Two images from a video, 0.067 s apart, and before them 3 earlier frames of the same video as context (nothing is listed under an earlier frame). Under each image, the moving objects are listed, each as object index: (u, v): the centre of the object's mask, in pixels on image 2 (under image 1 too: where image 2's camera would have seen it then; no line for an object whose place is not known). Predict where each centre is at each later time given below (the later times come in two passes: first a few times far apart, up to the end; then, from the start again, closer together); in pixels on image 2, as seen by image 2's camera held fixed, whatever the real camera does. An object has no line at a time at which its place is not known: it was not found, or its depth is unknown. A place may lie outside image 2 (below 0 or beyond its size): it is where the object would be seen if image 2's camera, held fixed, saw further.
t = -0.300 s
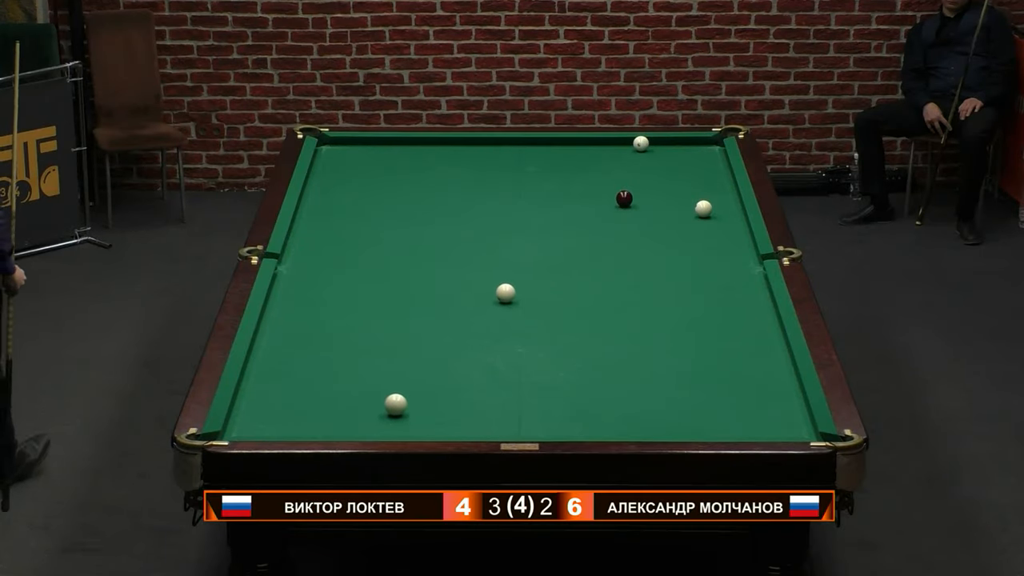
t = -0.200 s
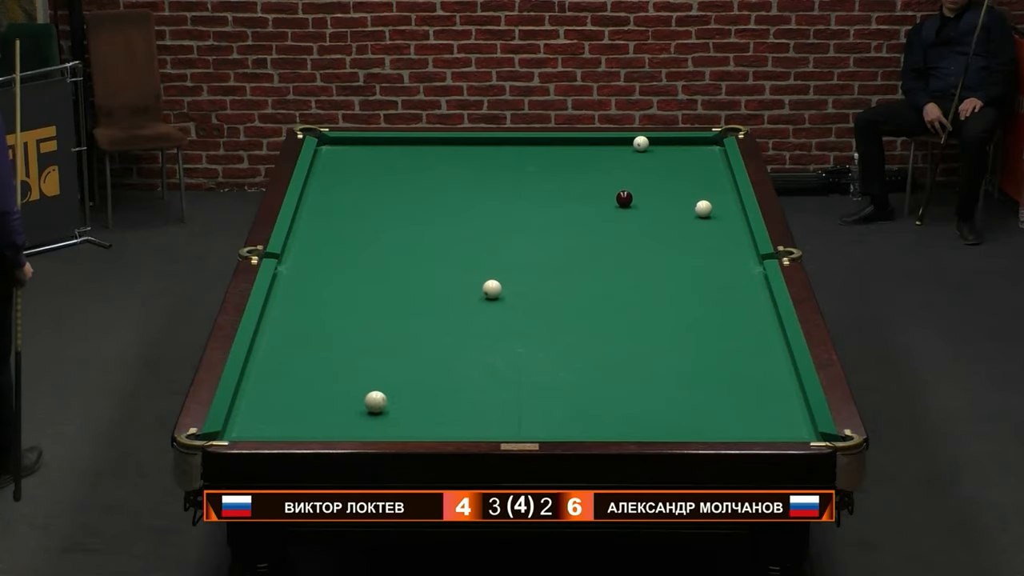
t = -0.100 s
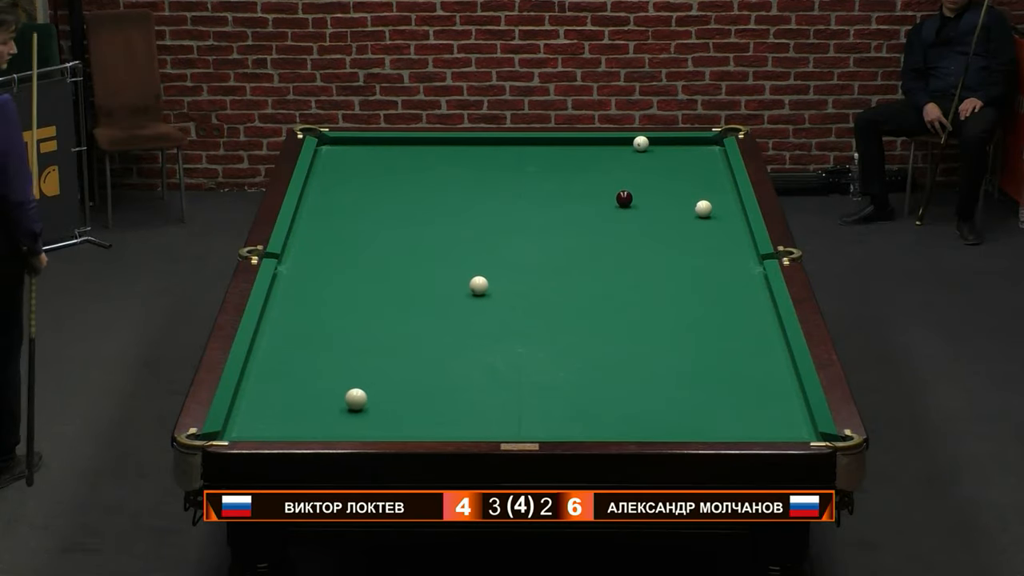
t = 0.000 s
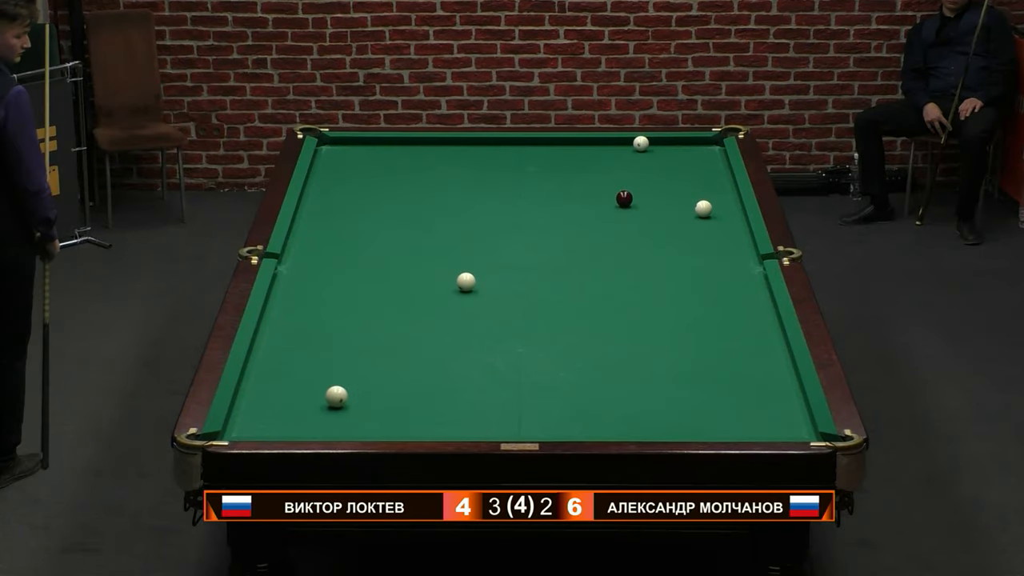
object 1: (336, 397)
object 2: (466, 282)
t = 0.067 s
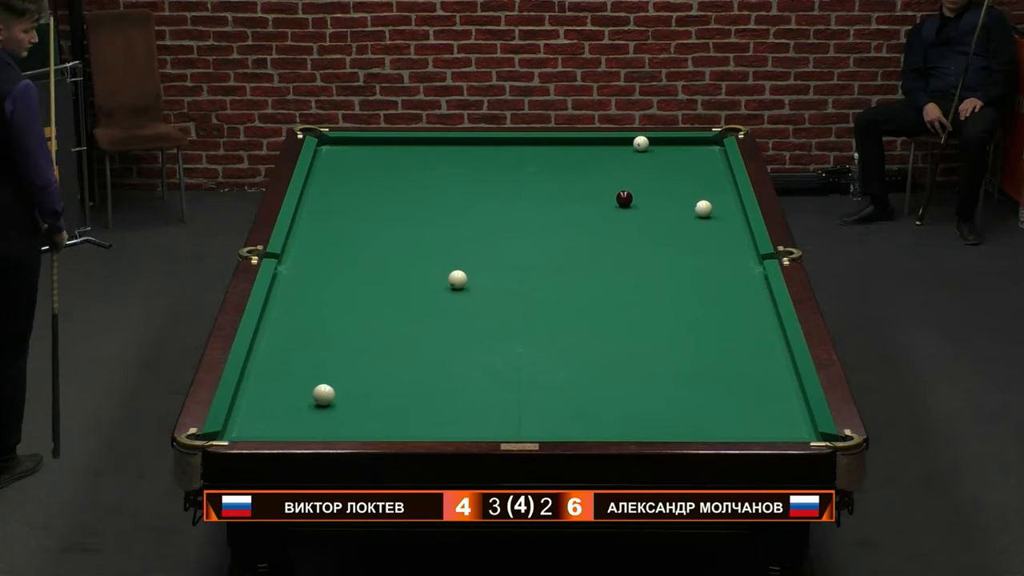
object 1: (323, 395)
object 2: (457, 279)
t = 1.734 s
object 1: (370, 351)
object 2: (304, 231)
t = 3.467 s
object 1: (480, 320)
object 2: (374, 211)
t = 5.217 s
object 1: (537, 305)
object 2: (404, 203)
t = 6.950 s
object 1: (546, 303)
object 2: (405, 203)
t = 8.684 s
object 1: (546, 303)
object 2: (405, 203)
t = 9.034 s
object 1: (546, 303)
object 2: (405, 203)
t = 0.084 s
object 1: (320, 394)
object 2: (455, 279)
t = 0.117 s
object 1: (314, 394)
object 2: (451, 278)
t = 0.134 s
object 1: (311, 393)
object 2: (449, 277)
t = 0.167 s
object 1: (305, 392)
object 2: (445, 276)
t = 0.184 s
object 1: (301, 392)
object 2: (443, 275)
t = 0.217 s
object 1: (295, 391)
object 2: (439, 274)
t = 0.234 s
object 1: (292, 391)
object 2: (437, 274)
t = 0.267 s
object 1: (286, 390)
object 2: (433, 272)
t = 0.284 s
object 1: (283, 389)
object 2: (431, 272)
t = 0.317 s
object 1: (277, 389)
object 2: (427, 271)
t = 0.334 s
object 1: (274, 388)
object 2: (425, 270)
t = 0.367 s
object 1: (268, 387)
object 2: (421, 269)
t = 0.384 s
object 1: (265, 387)
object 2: (419, 269)
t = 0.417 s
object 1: (259, 386)
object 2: (415, 267)
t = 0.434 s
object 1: (256, 386)
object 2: (413, 267)
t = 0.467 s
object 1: (250, 385)
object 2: (409, 266)
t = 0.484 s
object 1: (247, 384)
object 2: (407, 265)
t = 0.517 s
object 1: (250, 383)
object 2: (404, 264)
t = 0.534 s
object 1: (253, 383)
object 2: (402, 264)
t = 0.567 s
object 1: (257, 382)
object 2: (398, 263)
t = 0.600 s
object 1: (261, 381)
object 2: (394, 262)
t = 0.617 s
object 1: (263, 380)
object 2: (392, 261)
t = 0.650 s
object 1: (267, 379)
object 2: (389, 260)
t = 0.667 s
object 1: (268, 379)
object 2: (387, 260)
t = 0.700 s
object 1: (272, 378)
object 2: (383, 258)
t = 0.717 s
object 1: (274, 377)
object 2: (381, 258)
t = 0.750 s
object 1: (277, 376)
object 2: (378, 257)
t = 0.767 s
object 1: (279, 376)
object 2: (376, 257)
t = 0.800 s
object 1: (283, 375)
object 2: (372, 255)
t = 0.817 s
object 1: (285, 374)
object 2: (370, 255)
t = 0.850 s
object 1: (288, 373)
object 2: (367, 254)
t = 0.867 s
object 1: (290, 373)
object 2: (365, 253)
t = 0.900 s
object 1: (293, 372)
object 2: (362, 252)
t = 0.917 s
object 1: (295, 372)
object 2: (360, 252)
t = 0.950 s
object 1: (298, 371)
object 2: (356, 251)
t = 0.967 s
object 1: (300, 370)
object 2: (355, 251)
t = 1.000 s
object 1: (303, 369)
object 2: (351, 249)
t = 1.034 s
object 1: (307, 368)
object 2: (348, 249)
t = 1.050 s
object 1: (308, 368)
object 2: (346, 248)
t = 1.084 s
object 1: (311, 367)
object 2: (343, 247)
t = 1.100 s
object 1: (313, 367)
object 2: (341, 247)
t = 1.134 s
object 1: (316, 366)
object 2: (338, 246)
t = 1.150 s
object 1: (318, 365)
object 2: (336, 245)
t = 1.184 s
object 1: (321, 364)
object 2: (333, 244)
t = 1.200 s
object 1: (323, 364)
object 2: (331, 244)
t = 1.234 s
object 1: (326, 363)
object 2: (328, 243)
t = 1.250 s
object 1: (327, 363)
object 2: (327, 243)
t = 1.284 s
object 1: (331, 362)
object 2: (323, 242)
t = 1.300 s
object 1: (332, 361)
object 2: (322, 241)
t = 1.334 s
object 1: (335, 361)
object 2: (318, 240)
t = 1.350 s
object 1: (337, 360)
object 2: (317, 240)
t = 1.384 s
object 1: (340, 359)
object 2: (314, 239)
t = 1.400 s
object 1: (341, 359)
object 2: (312, 239)
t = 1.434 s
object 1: (344, 358)
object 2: (309, 238)
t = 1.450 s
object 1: (346, 358)
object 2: (308, 237)
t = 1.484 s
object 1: (348, 357)
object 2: (305, 236)
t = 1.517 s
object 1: (351, 356)
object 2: (302, 236)
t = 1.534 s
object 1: (353, 356)
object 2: (300, 235)
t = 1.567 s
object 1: (356, 355)
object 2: (297, 234)
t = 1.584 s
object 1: (357, 354)
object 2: (296, 234)
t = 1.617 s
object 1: (360, 354)
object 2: (297, 233)
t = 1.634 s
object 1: (361, 353)
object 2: (298, 233)
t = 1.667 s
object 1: (364, 353)
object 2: (300, 232)
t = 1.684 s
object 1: (366, 352)
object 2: (301, 232)
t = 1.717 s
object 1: (368, 351)
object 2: (303, 232)
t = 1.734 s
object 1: (370, 351)
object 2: (304, 231)
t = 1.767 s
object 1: (372, 350)
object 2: (306, 231)
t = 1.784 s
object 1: (374, 350)
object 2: (306, 231)
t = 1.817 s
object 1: (377, 349)
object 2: (308, 230)
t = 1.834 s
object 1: (378, 348)
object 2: (309, 230)
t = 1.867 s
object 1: (381, 348)
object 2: (311, 229)
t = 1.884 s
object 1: (382, 348)
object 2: (312, 229)
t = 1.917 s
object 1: (384, 347)
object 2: (313, 228)
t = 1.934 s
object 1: (386, 346)
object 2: (315, 228)
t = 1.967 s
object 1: (388, 346)
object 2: (316, 228)
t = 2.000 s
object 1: (391, 345)
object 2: (318, 227)
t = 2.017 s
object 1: (392, 345)
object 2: (319, 227)
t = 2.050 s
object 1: (395, 344)
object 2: (320, 227)
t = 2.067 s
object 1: (396, 344)
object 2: (321, 226)
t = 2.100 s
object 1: (398, 343)
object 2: (323, 226)
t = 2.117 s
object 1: (400, 343)
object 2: (323, 226)
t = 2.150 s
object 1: (402, 342)
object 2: (325, 225)
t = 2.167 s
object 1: (403, 342)
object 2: (326, 225)
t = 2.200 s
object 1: (406, 341)
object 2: (328, 224)
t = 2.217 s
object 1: (407, 341)
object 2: (328, 224)
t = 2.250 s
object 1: (409, 340)
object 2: (330, 224)
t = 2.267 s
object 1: (410, 340)
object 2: (331, 224)
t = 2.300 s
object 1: (413, 339)
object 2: (332, 223)
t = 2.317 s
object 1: (414, 339)
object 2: (333, 223)
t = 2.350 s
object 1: (416, 338)
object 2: (334, 222)
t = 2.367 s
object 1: (417, 338)
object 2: (335, 222)
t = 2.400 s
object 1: (419, 337)
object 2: (337, 222)
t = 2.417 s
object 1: (421, 337)
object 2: (337, 222)
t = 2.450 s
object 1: (423, 336)
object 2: (339, 221)
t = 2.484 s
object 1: (425, 336)
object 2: (340, 221)
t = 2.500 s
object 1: (426, 335)
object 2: (341, 221)
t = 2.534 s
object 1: (428, 335)
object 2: (342, 220)
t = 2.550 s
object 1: (429, 334)
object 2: (343, 220)
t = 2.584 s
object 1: (431, 334)
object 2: (344, 220)
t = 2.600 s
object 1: (432, 334)
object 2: (345, 219)
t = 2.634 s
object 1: (435, 333)
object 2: (346, 219)
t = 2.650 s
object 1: (436, 333)
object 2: (347, 219)
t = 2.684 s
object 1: (438, 332)
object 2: (349, 219)
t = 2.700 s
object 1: (439, 332)
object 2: (349, 218)
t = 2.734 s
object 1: (441, 331)
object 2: (350, 218)
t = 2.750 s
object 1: (442, 331)
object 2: (351, 218)
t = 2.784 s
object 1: (444, 330)
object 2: (352, 217)
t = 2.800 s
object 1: (445, 330)
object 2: (353, 217)
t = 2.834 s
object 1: (446, 329)
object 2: (354, 217)
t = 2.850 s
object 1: (447, 329)
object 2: (355, 217)
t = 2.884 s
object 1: (449, 329)
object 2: (356, 216)
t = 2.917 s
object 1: (451, 328)
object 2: (357, 216)
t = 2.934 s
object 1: (452, 328)
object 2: (358, 216)
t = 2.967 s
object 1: (454, 327)
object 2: (359, 216)
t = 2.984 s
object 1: (455, 327)
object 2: (360, 216)
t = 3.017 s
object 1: (457, 327)
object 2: (361, 215)
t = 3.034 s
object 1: (458, 326)
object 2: (361, 215)
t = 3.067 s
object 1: (460, 326)
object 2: (363, 215)
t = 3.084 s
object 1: (461, 325)
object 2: (363, 214)
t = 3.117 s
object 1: (462, 325)
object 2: (364, 214)
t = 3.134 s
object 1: (463, 325)
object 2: (365, 214)
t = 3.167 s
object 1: (465, 324)
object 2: (366, 214)
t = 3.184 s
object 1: (466, 324)
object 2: (366, 214)
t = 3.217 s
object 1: (467, 324)
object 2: (367, 213)
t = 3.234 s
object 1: (468, 323)
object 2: (368, 213)
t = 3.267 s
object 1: (470, 323)
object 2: (369, 213)
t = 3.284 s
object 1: (471, 323)
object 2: (369, 213)
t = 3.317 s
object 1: (473, 322)
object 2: (370, 212)
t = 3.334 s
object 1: (474, 322)
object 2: (371, 212)
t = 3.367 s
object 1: (475, 322)
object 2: (372, 212)
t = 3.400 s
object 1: (477, 321)
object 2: (373, 211)
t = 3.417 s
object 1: (478, 321)
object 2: (373, 211)
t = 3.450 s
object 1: (479, 320)
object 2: (374, 211)
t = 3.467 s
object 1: (480, 320)
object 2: (374, 211)
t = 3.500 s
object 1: (482, 320)
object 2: (375, 211)
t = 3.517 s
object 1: (482, 320)
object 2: (376, 211)
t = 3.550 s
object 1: (484, 319)
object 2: (377, 210)
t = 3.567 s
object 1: (485, 319)
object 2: (377, 210)
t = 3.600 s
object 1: (486, 319)
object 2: (378, 210)
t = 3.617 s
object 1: (487, 319)
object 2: (379, 210)
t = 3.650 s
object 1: (488, 318)
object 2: (379, 210)
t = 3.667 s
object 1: (489, 318)
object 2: (380, 209)
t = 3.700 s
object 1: (490, 318)
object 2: (381, 209)
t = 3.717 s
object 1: (491, 317)
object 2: (381, 209)
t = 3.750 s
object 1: (493, 317)
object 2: (382, 209)
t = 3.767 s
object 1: (493, 317)
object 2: (383, 209)
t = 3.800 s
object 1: (495, 316)
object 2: (384, 209)
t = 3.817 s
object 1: (495, 316)
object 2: (384, 209)
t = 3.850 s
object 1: (497, 316)
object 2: (385, 208)
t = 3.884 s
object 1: (498, 315)
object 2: (386, 208)
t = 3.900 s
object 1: (499, 315)
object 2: (386, 208)
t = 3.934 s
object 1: (500, 315)
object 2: (387, 208)
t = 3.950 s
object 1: (501, 315)
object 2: (387, 208)
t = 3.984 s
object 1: (502, 314)
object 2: (388, 208)
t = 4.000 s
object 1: (503, 314)
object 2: (388, 208)
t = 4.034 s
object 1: (504, 314)
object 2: (389, 207)
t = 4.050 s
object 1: (505, 314)
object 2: (389, 207)
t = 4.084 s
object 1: (506, 313)
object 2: (390, 207)
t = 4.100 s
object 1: (507, 313)
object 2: (391, 207)
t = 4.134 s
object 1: (508, 313)
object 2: (391, 207)
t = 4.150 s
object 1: (508, 313)
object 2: (392, 207)
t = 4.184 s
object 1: (509, 313)
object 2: (392, 207)
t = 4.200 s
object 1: (510, 312)
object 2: (393, 207)
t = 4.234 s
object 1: (511, 312)
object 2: (393, 206)
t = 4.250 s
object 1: (512, 312)
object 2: (394, 206)
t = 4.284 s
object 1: (513, 312)
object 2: (394, 206)
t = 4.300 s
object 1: (514, 311)
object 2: (394, 206)
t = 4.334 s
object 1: (515, 311)
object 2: (395, 206)
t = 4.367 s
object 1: (516, 311)
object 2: (395, 206)
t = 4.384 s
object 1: (516, 311)
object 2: (396, 206)
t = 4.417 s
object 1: (517, 310)
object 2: (396, 206)
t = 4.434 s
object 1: (518, 310)
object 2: (396, 205)
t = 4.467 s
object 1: (519, 310)
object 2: (397, 205)
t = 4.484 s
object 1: (519, 310)
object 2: (397, 205)
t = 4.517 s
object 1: (520, 310)
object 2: (398, 205)
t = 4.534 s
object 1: (521, 310)
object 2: (398, 205)
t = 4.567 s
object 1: (522, 309)
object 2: (398, 205)
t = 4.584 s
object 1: (522, 309)
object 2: (399, 205)
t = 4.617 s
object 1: (523, 309)
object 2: (399, 205)
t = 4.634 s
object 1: (524, 309)
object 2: (399, 205)
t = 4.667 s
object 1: (525, 308)
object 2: (400, 205)
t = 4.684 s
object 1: (525, 308)
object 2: (400, 205)
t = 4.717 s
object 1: (526, 308)
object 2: (400, 204)
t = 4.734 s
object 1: (526, 308)
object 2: (400, 204)
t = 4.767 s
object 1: (527, 308)
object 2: (401, 204)
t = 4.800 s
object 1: (528, 308)
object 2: (401, 204)
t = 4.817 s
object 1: (528, 308)
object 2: (401, 204)
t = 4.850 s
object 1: (529, 307)
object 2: (402, 204)
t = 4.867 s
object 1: (530, 307)
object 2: (402, 204)
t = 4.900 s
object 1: (530, 307)
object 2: (402, 204)
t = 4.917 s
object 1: (531, 307)
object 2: (402, 204)
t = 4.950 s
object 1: (531, 307)
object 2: (403, 204)
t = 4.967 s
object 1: (532, 307)
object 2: (403, 204)
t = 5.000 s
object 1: (532, 306)
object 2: (403, 203)
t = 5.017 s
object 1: (533, 306)
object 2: (403, 203)
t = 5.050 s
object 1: (534, 306)
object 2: (403, 204)
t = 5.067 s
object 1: (534, 306)
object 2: (404, 203)
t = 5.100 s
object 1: (535, 306)
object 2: (404, 203)
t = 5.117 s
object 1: (535, 306)
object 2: (404, 203)
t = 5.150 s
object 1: (536, 306)
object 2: (404, 203)
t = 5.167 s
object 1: (536, 306)
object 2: (404, 203)
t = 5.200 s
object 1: (536, 305)
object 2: (404, 203)
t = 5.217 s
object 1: (537, 305)
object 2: (404, 203)
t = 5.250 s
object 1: (537, 305)
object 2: (405, 203)
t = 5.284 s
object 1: (538, 305)
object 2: (405, 203)
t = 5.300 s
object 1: (538, 305)
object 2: (405, 203)
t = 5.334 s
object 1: (539, 305)
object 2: (405, 203)
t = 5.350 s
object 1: (539, 305)
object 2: (405, 203)
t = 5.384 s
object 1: (539, 304)
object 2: (405, 203)
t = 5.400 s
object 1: (540, 304)
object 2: (405, 203)
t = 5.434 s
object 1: (540, 304)
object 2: (405, 203)
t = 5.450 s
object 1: (540, 304)
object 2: (405, 203)
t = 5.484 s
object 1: (541, 304)
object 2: (405, 203)
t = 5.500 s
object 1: (541, 304)
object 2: (405, 203)
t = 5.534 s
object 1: (541, 304)
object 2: (405, 203)
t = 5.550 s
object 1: (541, 304)
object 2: (405, 203)
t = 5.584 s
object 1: (542, 304)
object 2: (405, 203)
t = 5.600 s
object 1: (542, 304)
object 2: (405, 203)
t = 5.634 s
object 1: (543, 304)
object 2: (405, 203)
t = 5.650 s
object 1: (543, 304)
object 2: (405, 203)
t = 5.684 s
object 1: (543, 303)
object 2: (405, 203)
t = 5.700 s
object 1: (543, 303)
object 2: (405, 203)
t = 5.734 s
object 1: (544, 303)
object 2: (405, 203)
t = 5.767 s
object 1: (544, 303)
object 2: (405, 203)
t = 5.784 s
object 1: (544, 303)
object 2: (405, 203)
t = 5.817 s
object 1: (544, 303)
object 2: (405, 203)
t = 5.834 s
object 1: (544, 303)
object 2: (405, 203)
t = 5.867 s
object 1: (545, 303)
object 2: (405, 203)
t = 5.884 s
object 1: (545, 303)
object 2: (405, 203)
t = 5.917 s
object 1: (545, 303)
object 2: (405, 203)
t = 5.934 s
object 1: (545, 303)
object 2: (405, 203)
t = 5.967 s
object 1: (546, 303)
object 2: (405, 203)
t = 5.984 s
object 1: (546, 303)
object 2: (405, 203)
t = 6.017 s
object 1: (546, 303)
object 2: (405, 203)
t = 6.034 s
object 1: (546, 303)
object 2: (405, 203)
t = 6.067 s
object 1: (546, 303)
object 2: (405, 203)
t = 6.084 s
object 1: (546, 303)
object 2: (405, 203)
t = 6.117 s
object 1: (546, 303)
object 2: (405, 203)
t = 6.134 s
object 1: (546, 303)
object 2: (405, 203)
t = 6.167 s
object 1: (546, 303)
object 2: (405, 203)
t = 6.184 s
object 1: (546, 303)
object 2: (405, 203)
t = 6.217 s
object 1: (546, 303)
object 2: (405, 203)
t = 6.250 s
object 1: (546, 303)
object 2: (405, 203)
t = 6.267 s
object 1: (546, 303)
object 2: (405, 203)
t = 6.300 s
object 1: (546, 303)
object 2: (405, 203)
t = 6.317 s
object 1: (546, 303)
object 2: (405, 203)
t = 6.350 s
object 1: (546, 303)
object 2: (405, 203)
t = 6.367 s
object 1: (546, 303)
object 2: (405, 203)
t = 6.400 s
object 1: (546, 303)
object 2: (405, 203)
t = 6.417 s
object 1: (546, 303)
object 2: (405, 203)
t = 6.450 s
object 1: (546, 303)
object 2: (405, 203)
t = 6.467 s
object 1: (546, 303)
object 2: (405, 203)
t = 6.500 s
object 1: (546, 303)
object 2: (405, 203)
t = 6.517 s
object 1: (546, 303)
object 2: (405, 203)
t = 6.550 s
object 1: (546, 303)
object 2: (405, 203)
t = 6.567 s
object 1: (546, 303)
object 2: (405, 203)
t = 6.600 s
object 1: (546, 303)
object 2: (405, 203)
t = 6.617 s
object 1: (546, 303)
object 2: (405, 203)
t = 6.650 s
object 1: (546, 303)
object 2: (405, 203)
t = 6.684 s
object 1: (546, 303)
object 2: (405, 203)
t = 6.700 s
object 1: (546, 303)
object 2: (405, 203)
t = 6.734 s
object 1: (546, 303)
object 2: (405, 203)
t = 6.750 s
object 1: (546, 303)
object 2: (405, 203)
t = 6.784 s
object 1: (546, 303)
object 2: (405, 203)
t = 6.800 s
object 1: (546, 303)
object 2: (405, 203)
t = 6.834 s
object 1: (546, 303)
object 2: (405, 203)
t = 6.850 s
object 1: (546, 303)
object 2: (405, 203)
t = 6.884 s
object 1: (546, 303)
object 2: (405, 203)
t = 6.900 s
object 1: (546, 303)
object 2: (405, 203)
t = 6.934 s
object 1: (546, 303)
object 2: (405, 203)
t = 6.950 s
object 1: (546, 303)
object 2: (405, 203)
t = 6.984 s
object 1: (546, 303)
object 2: (405, 203)
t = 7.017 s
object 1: (546, 303)
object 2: (405, 203)
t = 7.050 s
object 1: (546, 303)
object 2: (405, 203)
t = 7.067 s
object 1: (546, 303)
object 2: (405, 203)
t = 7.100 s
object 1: (546, 303)
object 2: (405, 203)
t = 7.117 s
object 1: (546, 303)
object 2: (405, 203)
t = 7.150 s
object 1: (546, 303)
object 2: (405, 203)
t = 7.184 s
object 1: (546, 303)
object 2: (405, 203)
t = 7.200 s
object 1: (546, 303)
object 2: (405, 203)
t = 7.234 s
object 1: (546, 303)
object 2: (405, 203)
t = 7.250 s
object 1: (546, 303)
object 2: (405, 203)
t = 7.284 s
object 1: (546, 303)
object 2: (405, 203)
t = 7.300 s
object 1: (546, 303)
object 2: (405, 203)
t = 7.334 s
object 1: (546, 303)
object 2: (405, 203)
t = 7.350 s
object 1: (546, 303)
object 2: (405, 203)
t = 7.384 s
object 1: (546, 303)
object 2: (405, 203)
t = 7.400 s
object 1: (546, 303)
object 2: (405, 203)
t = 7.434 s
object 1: (546, 303)
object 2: (405, 203)
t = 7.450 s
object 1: (546, 303)
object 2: (405, 203)
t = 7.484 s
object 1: (546, 303)
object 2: (405, 203)
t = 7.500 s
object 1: (546, 303)
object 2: (405, 203)
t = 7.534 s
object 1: (546, 303)
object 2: (405, 203)
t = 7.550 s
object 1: (546, 303)
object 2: (405, 203)
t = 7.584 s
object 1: (546, 303)
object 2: (405, 203)
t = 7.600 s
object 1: (546, 303)
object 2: (405, 203)
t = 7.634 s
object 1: (546, 303)
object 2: (405, 203)
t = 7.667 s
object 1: (546, 303)
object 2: (405, 203)
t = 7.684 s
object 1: (546, 303)
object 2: (405, 203)
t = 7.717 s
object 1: (546, 303)
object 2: (405, 203)
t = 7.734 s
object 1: (546, 303)
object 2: (405, 203)
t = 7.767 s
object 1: (546, 303)
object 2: (405, 203)
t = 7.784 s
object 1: (546, 303)
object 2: (405, 203)
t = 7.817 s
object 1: (546, 303)
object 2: (405, 203)
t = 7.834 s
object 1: (546, 303)
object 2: (405, 203)
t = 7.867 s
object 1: (546, 303)
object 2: (405, 203)
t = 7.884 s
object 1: (546, 303)
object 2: (405, 203)
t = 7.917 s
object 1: (546, 303)
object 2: (405, 203)
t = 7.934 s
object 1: (546, 303)
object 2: (405, 203)
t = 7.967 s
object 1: (546, 303)
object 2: (405, 203)
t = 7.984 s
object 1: (546, 303)
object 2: (405, 203)
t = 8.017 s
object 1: (546, 303)
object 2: (405, 203)
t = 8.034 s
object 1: (546, 303)
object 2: (405, 203)
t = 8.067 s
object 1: (546, 303)
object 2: (405, 203)
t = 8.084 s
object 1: (546, 303)
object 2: (405, 203)
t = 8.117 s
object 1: (546, 303)
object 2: (405, 203)
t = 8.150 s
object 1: (546, 303)
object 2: (405, 203)
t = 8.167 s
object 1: (546, 303)
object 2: (405, 203)
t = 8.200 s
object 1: (546, 303)
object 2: (405, 203)
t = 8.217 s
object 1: (546, 303)
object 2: (405, 203)
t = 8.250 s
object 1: (546, 303)
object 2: (405, 203)
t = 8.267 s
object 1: (546, 303)
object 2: (405, 203)
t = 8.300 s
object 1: (546, 303)
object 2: (405, 203)
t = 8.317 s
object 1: (546, 303)
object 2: (405, 203)
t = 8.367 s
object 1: (546, 303)
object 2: (405, 203)
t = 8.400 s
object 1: (546, 303)
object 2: (405, 203)
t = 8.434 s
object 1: (546, 303)
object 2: (405, 203)
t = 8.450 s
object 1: (546, 303)
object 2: (405, 203)
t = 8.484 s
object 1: (546, 303)
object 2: (405, 203)
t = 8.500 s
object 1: (546, 303)
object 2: (405, 203)
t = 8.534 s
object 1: (546, 303)
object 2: (405, 203)
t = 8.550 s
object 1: (546, 303)
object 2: (405, 203)
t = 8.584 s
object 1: (546, 303)
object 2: (405, 203)
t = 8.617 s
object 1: (546, 303)
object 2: (405, 203)
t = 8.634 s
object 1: (546, 303)
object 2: (405, 203)
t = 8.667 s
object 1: (546, 303)
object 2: (405, 203)
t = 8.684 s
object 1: (546, 303)
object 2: (405, 203)
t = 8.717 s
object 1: (546, 303)
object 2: (405, 203)
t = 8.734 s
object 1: (546, 303)
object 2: (405, 203)
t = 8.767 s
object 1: (546, 303)
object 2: (405, 203)
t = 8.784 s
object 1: (546, 303)
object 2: (405, 203)
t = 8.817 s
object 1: (546, 303)
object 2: (405, 203)
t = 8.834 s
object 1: (546, 303)
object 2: (405, 203)
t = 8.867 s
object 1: (546, 303)
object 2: (405, 203)
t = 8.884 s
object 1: (546, 303)
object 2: (405, 203)
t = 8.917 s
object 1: (546, 303)
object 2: (405, 203)
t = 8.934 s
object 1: (546, 303)
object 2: (405, 203)
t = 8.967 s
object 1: (546, 303)
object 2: (405, 203)
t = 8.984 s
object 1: (546, 303)
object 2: (405, 203)
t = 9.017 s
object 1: (546, 303)
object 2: (405, 203)
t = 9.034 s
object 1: (546, 303)
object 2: (405, 203)
